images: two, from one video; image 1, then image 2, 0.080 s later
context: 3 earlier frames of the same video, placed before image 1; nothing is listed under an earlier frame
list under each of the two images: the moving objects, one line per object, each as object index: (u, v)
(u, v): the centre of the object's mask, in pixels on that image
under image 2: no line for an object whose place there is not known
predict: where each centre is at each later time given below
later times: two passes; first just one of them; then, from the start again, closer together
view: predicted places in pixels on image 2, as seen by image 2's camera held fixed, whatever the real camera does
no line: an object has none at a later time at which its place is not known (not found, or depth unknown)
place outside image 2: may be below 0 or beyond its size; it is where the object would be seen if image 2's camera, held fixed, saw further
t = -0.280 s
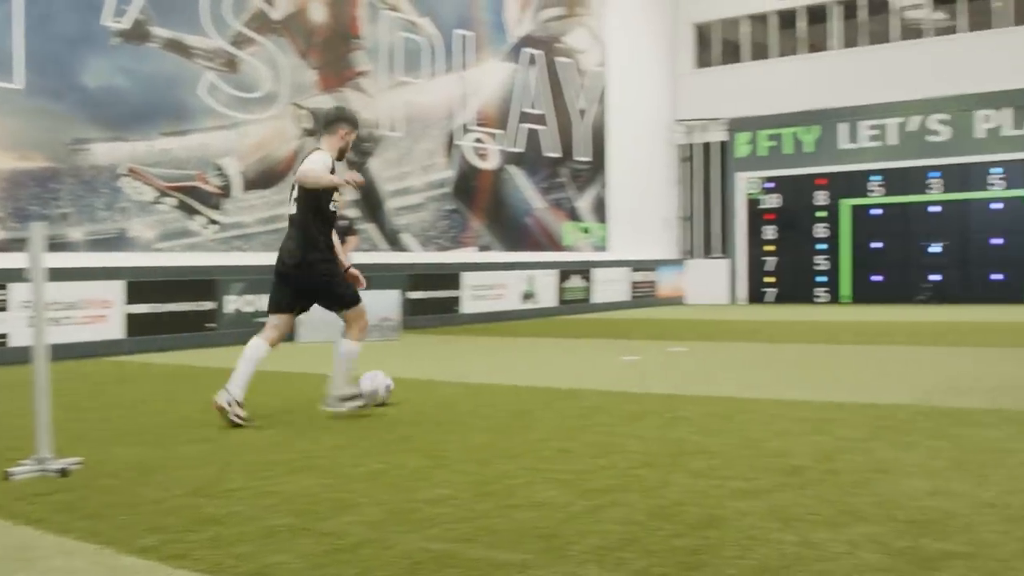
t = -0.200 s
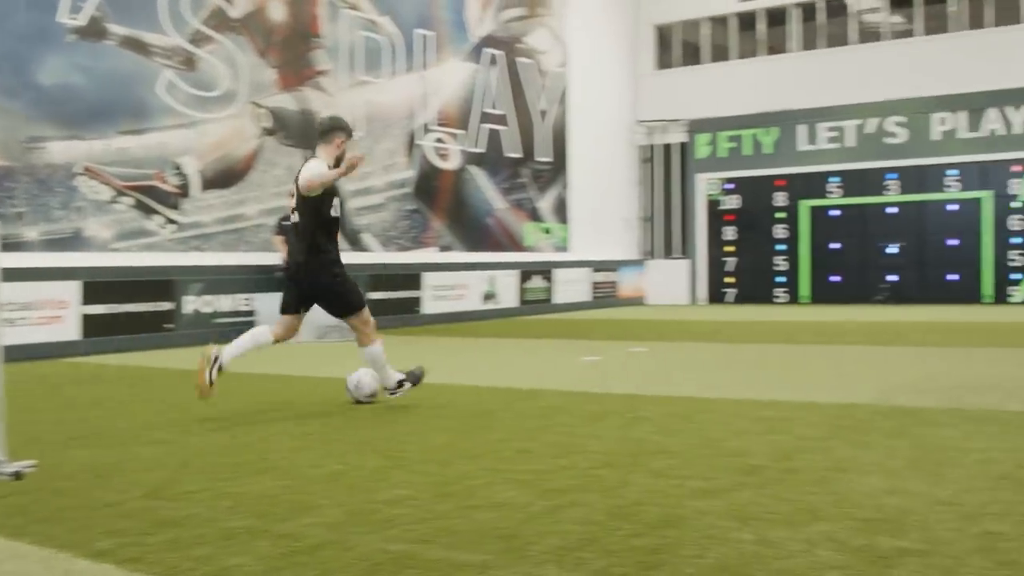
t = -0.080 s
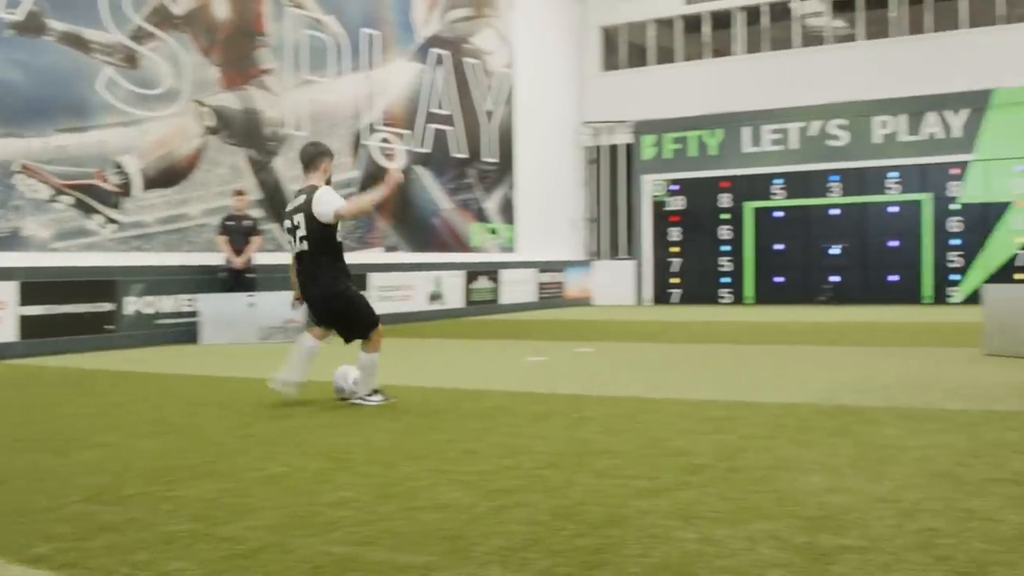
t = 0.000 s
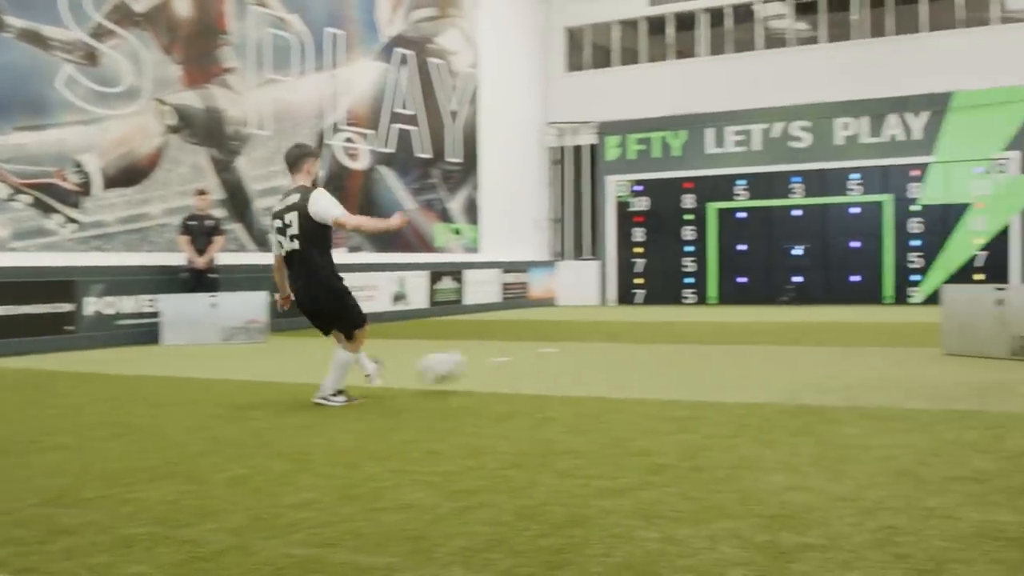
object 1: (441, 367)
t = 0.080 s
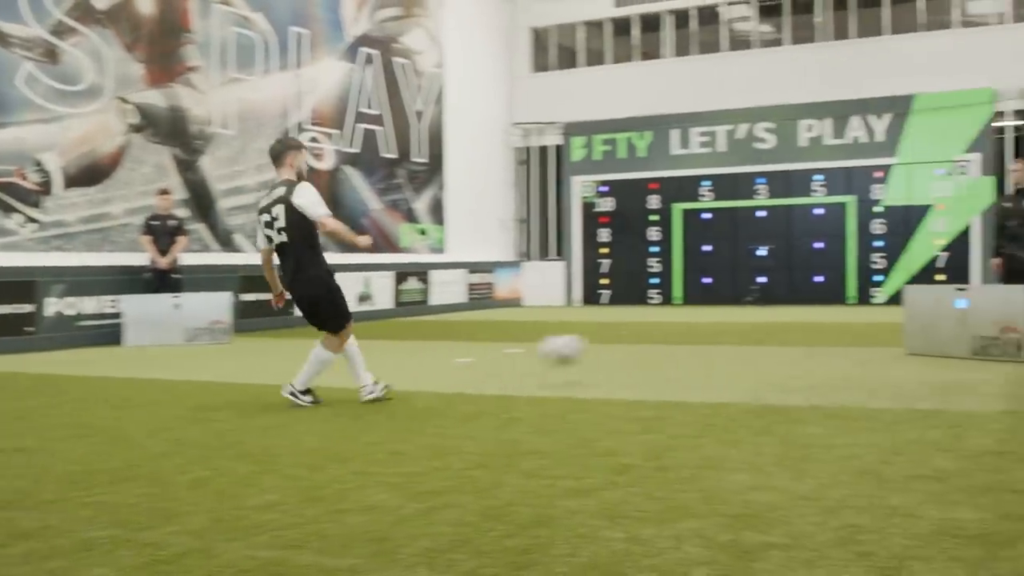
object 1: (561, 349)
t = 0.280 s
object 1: (894, 353)
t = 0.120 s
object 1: (637, 345)
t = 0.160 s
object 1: (707, 344)
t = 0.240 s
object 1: (837, 349)
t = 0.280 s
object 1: (894, 353)
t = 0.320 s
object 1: (939, 343)
